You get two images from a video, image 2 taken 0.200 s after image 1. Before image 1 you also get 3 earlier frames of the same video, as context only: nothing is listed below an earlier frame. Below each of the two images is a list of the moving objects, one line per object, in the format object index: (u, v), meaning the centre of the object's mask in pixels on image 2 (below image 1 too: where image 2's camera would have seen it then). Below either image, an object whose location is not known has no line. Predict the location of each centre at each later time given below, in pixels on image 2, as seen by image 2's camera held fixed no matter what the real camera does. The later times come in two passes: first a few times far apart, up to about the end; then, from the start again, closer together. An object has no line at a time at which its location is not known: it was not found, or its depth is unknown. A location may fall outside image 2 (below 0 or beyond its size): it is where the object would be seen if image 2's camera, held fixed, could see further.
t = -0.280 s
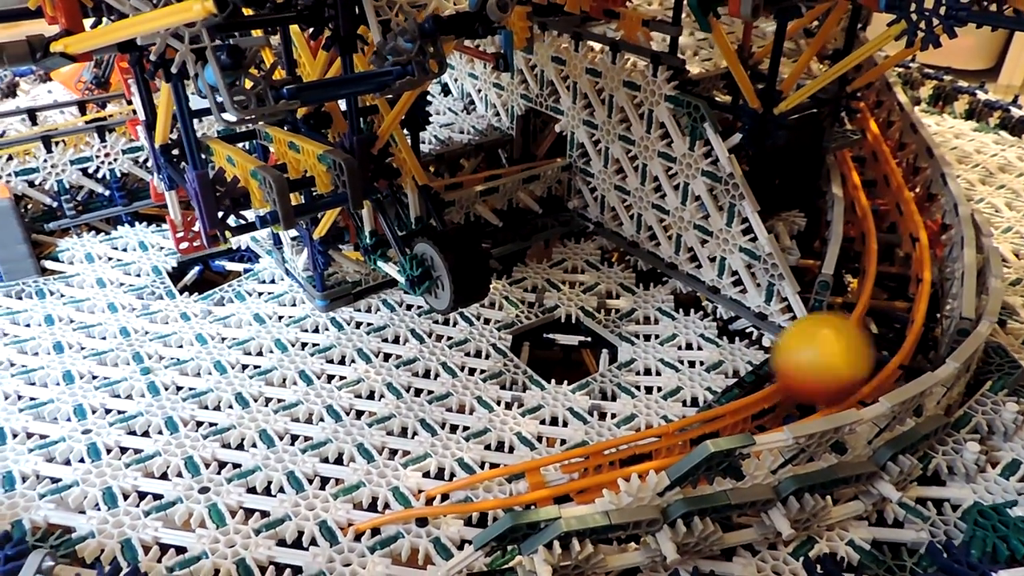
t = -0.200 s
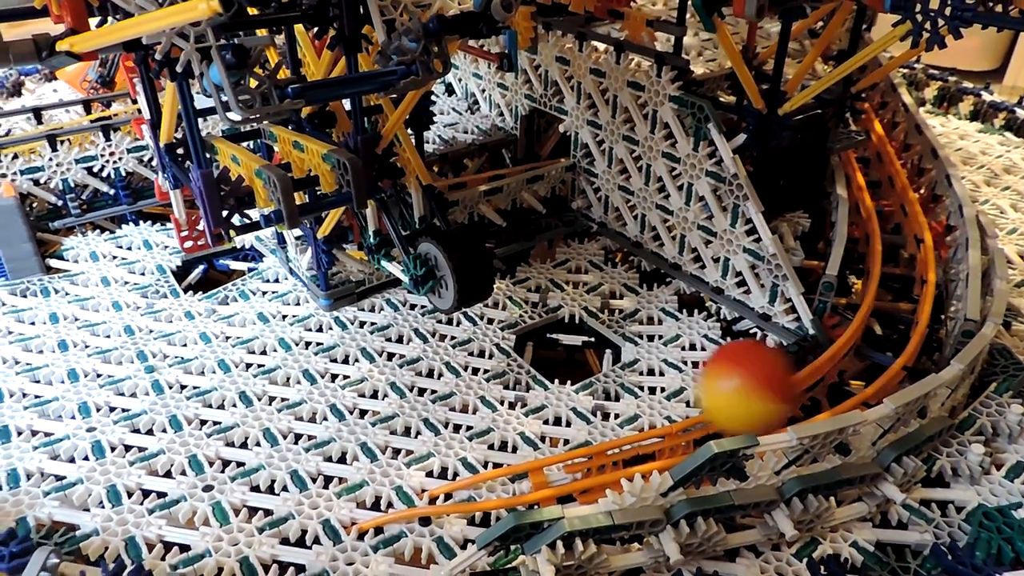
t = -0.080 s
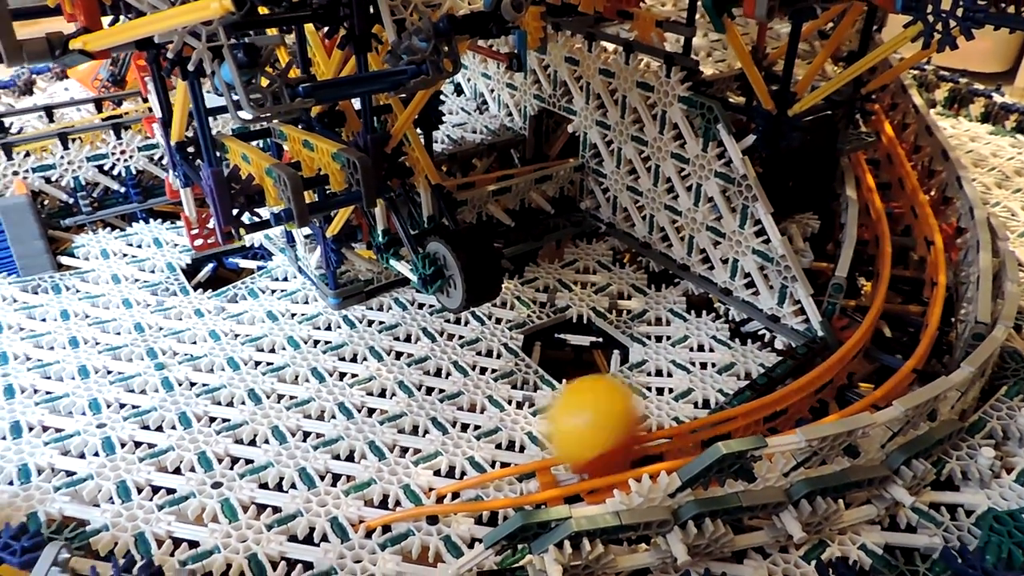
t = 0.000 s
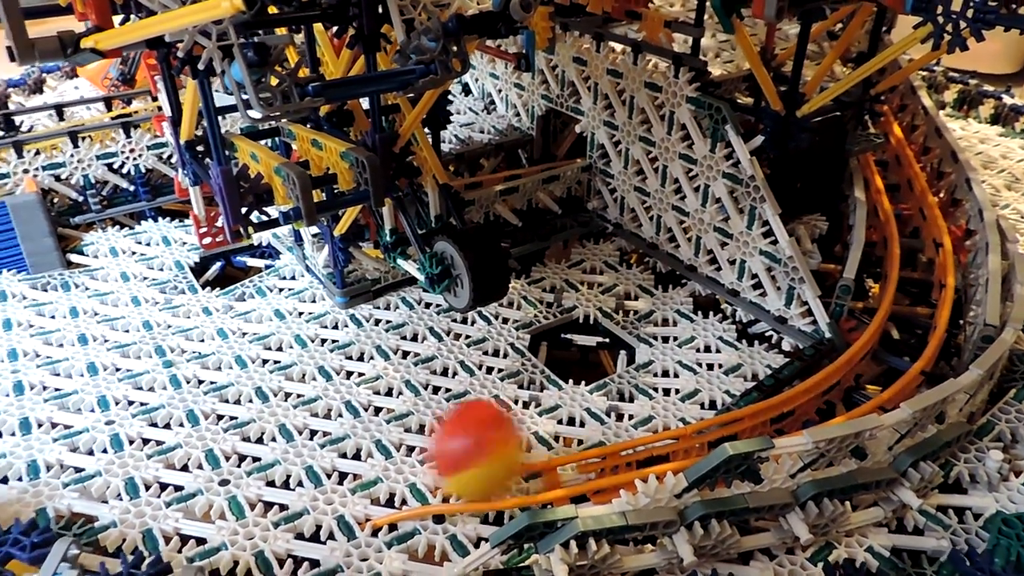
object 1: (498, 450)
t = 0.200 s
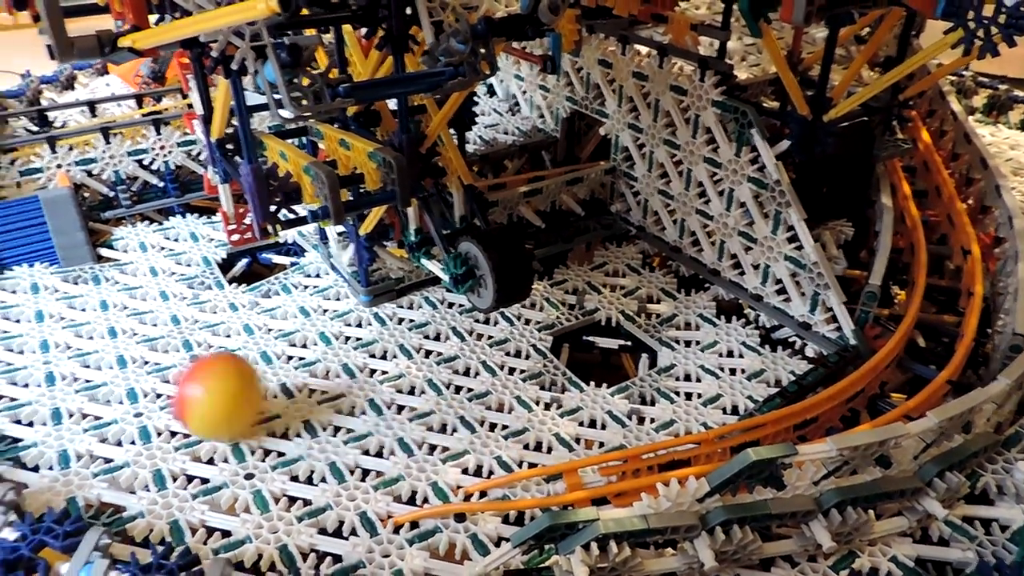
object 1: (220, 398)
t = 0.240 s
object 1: (174, 384)
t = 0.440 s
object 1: (-1, 316)
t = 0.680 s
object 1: (-92, 259)
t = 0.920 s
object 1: (-102, 229)
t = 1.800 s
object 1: (-69, 286)
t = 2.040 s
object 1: (20, 311)
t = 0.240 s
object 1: (174, 384)
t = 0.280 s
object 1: (133, 371)
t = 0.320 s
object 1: (96, 358)
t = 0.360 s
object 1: (60, 344)
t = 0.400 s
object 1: (29, 332)
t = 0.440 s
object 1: (-1, 316)
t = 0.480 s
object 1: (-25, 303)
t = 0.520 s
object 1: (-46, 289)
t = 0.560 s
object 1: (-61, 276)
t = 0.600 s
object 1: (-76, 265)
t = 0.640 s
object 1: (-85, 267)
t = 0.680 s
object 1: (-92, 259)
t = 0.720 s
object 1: (-91, 251)
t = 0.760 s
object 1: (-91, 242)
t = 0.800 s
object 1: (-92, 237)
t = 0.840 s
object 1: (-94, 232)
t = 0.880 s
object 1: (-97, 229)
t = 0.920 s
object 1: (-102, 229)
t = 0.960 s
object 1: (-104, 229)
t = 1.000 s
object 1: (-102, 230)
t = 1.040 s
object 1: (-103, 229)
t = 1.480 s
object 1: (-91, 251)
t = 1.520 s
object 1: (-92, 254)
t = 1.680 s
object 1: (-87, 272)
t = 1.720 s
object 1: (-83, 278)
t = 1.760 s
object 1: (-78, 281)
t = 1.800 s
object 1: (-69, 286)
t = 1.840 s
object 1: (-58, 290)
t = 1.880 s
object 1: (-47, 295)
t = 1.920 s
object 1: (-32, 299)
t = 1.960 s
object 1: (-15, 304)
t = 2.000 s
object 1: (2, 308)
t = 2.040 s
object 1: (20, 311)
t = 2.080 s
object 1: (42, 315)
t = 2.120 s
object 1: (65, 317)
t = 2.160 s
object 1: (89, 319)
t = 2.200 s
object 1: (114, 319)
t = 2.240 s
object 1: (138, 319)
